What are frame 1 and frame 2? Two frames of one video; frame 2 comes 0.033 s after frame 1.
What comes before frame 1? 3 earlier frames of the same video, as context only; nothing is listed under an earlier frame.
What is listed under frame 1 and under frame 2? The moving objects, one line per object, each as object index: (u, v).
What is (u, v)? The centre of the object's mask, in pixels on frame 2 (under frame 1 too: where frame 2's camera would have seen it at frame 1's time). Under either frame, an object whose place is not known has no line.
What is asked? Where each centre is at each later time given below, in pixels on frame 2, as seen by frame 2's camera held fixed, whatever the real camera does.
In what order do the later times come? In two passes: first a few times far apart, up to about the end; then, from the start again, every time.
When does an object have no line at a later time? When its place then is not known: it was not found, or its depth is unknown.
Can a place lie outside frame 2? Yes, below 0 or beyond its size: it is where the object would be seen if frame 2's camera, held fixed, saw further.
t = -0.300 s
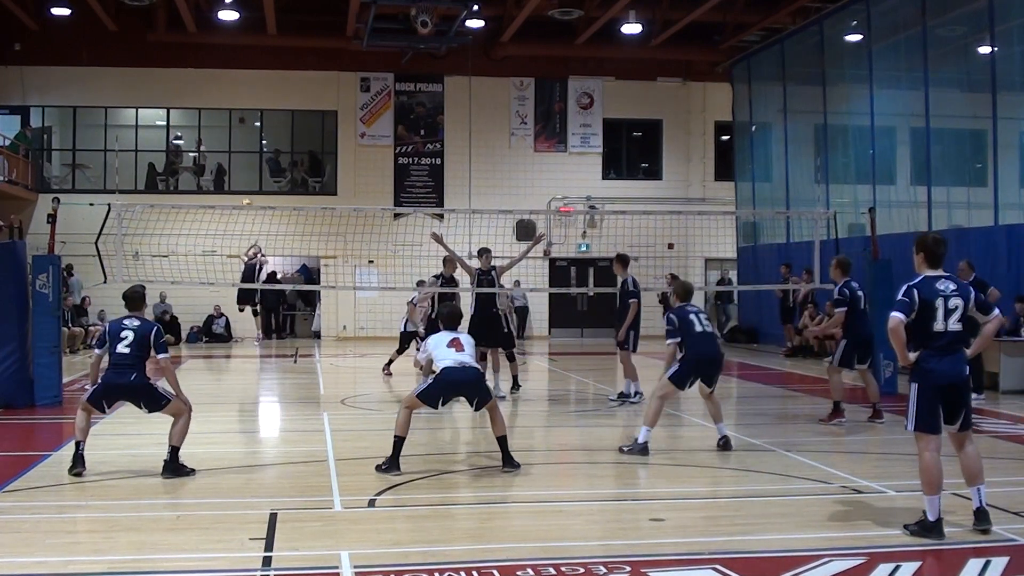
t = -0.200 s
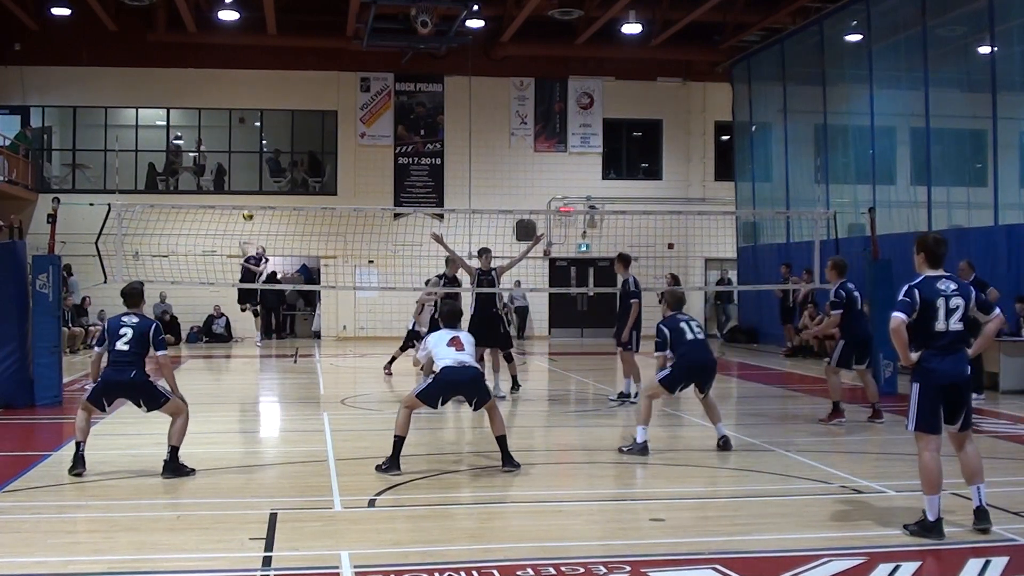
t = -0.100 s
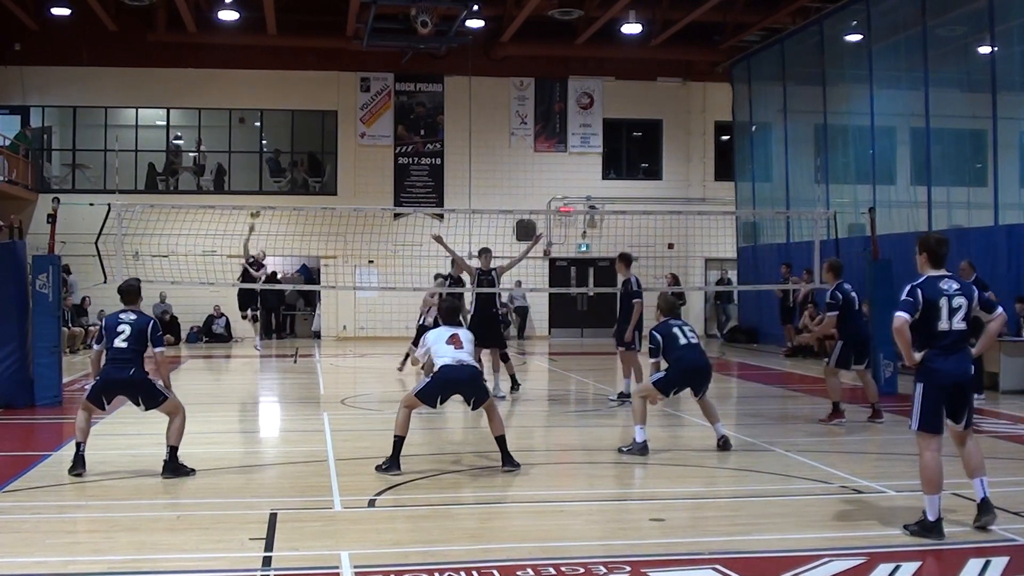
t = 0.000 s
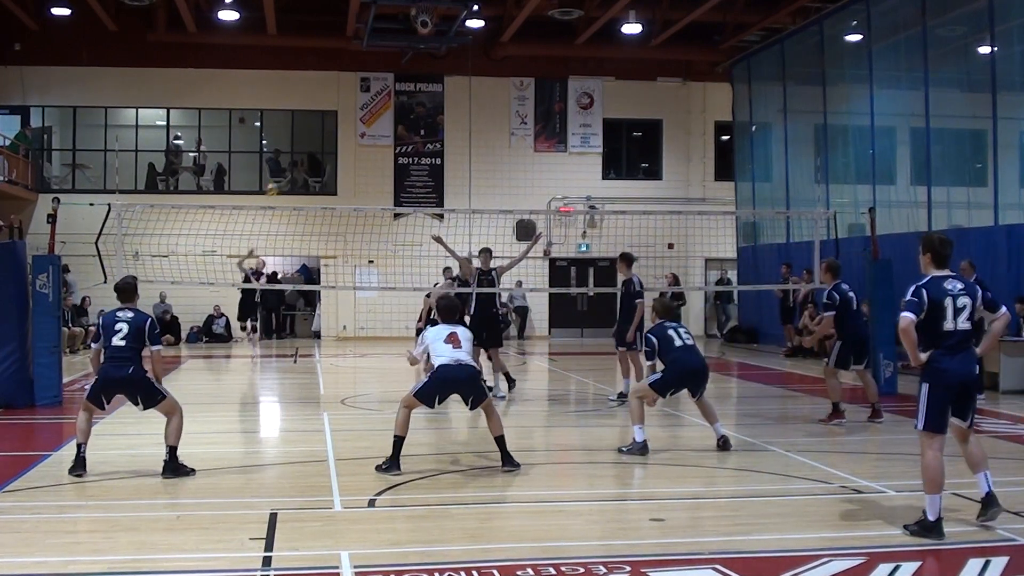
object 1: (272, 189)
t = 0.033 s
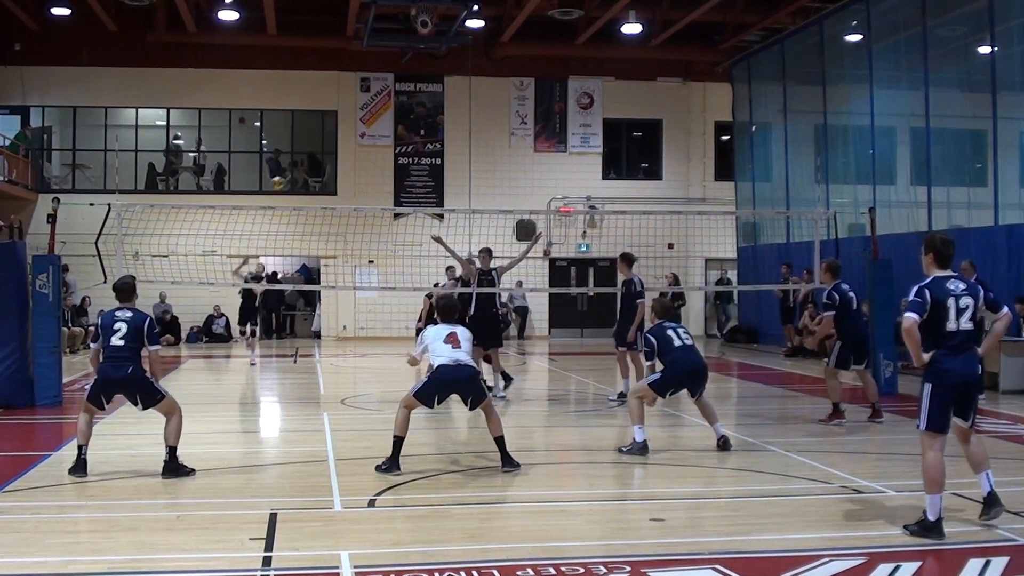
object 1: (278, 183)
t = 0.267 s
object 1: (329, 151)
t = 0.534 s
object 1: (405, 153)
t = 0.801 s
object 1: (508, 229)
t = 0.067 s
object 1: (284, 179)
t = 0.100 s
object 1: (290, 171)
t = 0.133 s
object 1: (297, 166)
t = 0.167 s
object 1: (305, 161)
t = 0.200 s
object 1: (312, 157)
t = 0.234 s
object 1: (321, 153)
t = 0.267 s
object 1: (329, 151)
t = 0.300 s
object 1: (337, 148)
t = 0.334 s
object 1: (347, 146)
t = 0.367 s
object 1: (356, 145)
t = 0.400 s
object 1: (365, 144)
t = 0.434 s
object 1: (375, 145)
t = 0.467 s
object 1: (386, 145)
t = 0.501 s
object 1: (395, 150)
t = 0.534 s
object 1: (405, 153)
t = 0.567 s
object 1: (417, 159)
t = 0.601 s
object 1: (429, 164)
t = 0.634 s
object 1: (439, 171)
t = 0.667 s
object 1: (452, 179)
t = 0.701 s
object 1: (466, 188)
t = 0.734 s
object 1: (479, 200)
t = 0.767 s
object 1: (492, 213)
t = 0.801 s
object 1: (508, 229)
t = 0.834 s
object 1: (523, 243)
